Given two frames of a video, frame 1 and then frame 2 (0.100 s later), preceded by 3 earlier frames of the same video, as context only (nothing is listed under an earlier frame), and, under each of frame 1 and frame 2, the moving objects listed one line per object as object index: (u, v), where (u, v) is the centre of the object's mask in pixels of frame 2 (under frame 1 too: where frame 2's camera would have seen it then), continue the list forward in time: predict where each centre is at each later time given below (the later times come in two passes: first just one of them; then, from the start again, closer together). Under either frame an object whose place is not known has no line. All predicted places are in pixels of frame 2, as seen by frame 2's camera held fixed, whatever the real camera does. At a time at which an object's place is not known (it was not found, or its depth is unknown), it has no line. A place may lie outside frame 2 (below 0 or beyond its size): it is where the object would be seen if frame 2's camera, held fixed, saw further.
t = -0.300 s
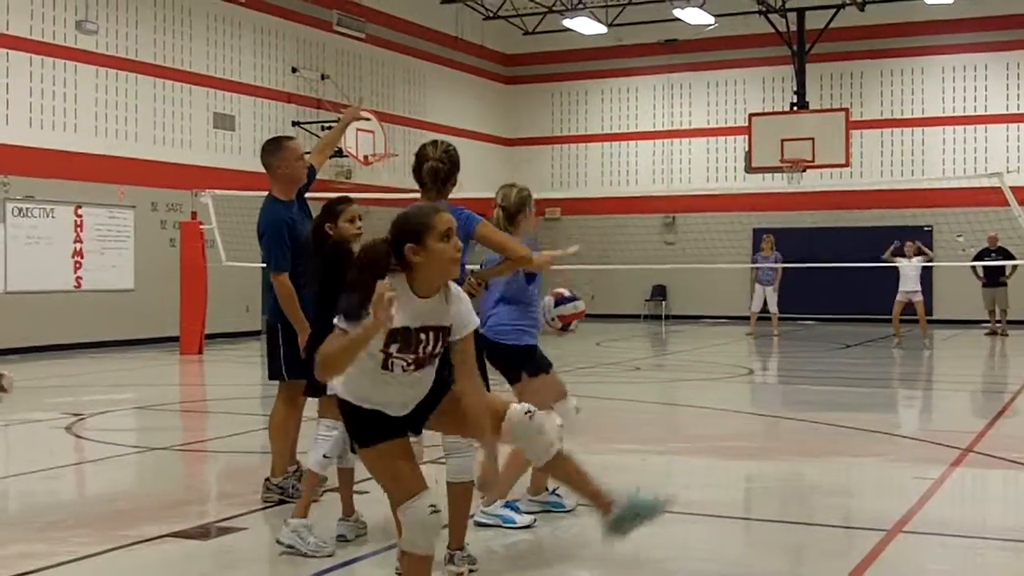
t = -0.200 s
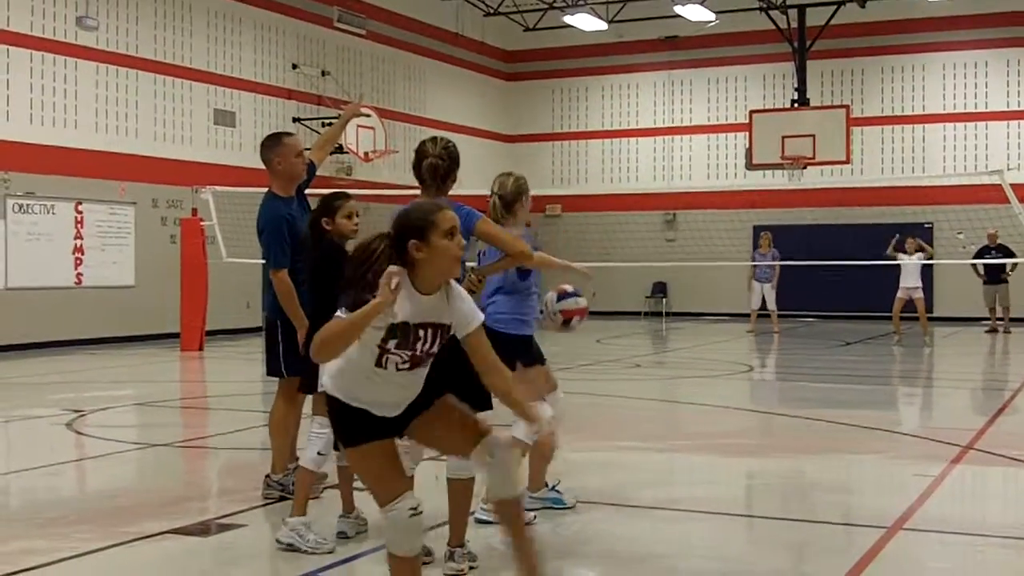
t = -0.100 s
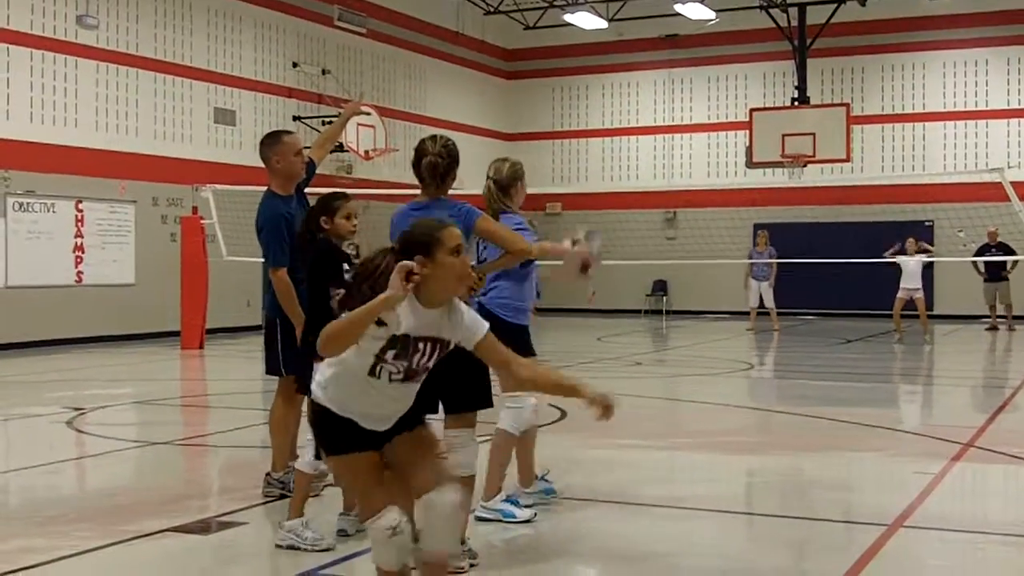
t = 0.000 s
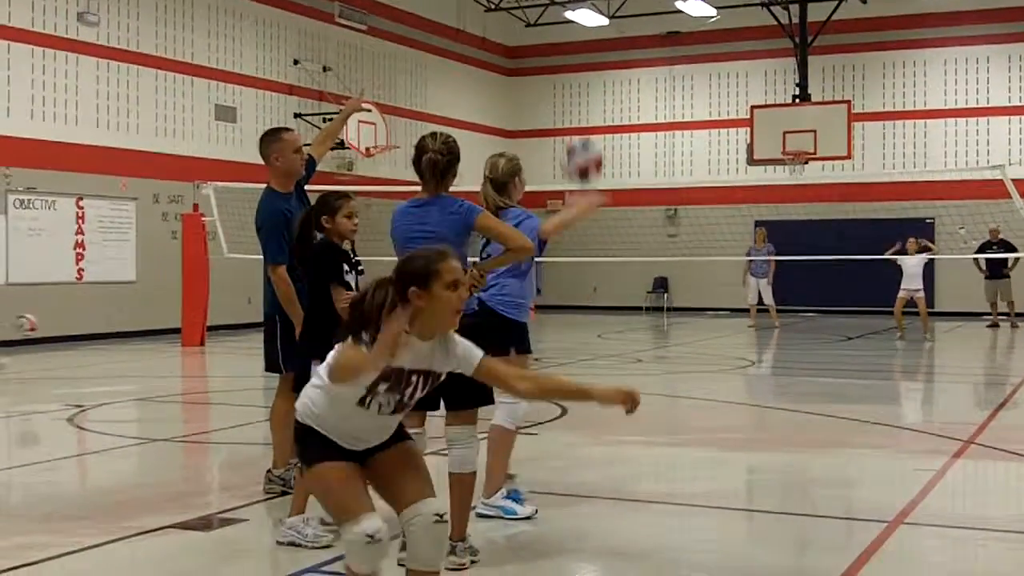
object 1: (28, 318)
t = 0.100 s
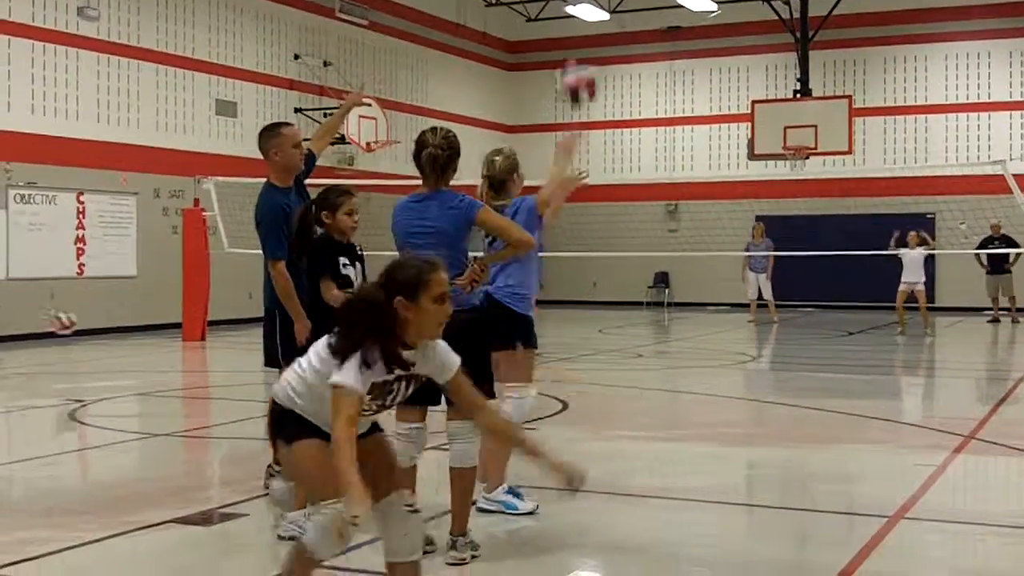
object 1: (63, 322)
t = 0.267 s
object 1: (122, 348)
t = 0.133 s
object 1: (76, 327)
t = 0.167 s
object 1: (89, 329)
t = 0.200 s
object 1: (100, 335)
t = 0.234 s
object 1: (111, 341)
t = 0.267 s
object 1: (122, 348)
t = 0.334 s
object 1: (138, 347)
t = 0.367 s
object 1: (145, 341)
